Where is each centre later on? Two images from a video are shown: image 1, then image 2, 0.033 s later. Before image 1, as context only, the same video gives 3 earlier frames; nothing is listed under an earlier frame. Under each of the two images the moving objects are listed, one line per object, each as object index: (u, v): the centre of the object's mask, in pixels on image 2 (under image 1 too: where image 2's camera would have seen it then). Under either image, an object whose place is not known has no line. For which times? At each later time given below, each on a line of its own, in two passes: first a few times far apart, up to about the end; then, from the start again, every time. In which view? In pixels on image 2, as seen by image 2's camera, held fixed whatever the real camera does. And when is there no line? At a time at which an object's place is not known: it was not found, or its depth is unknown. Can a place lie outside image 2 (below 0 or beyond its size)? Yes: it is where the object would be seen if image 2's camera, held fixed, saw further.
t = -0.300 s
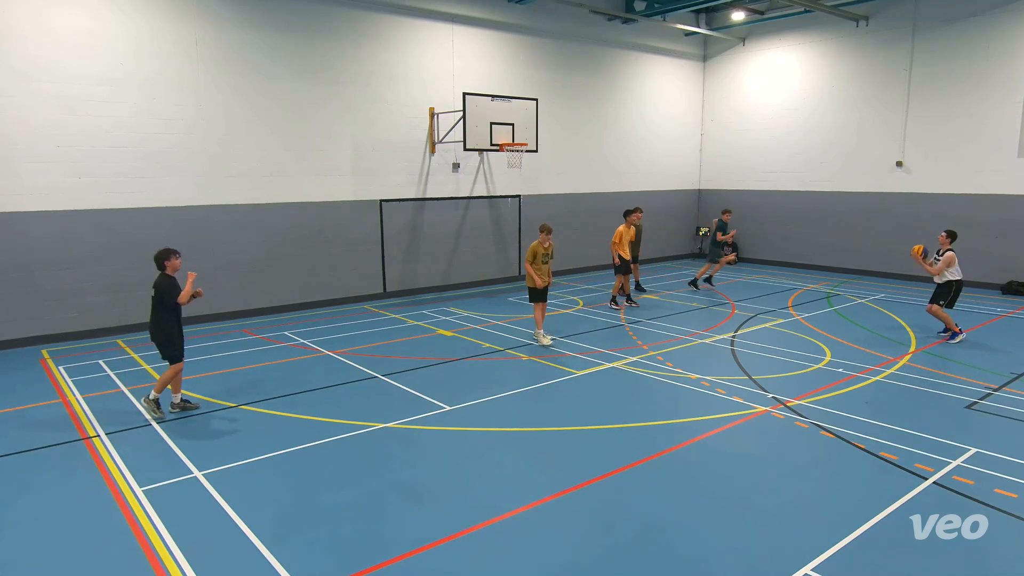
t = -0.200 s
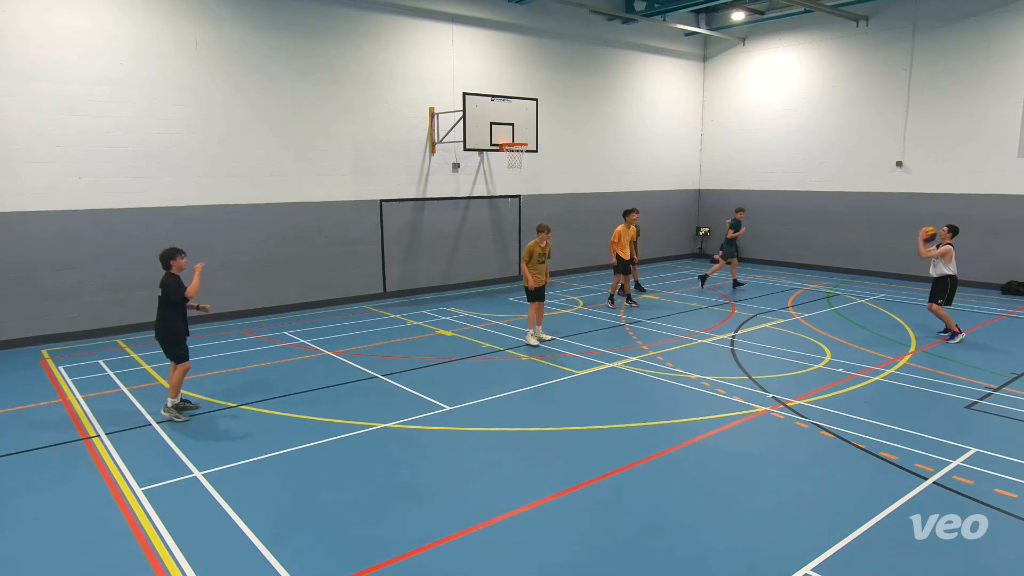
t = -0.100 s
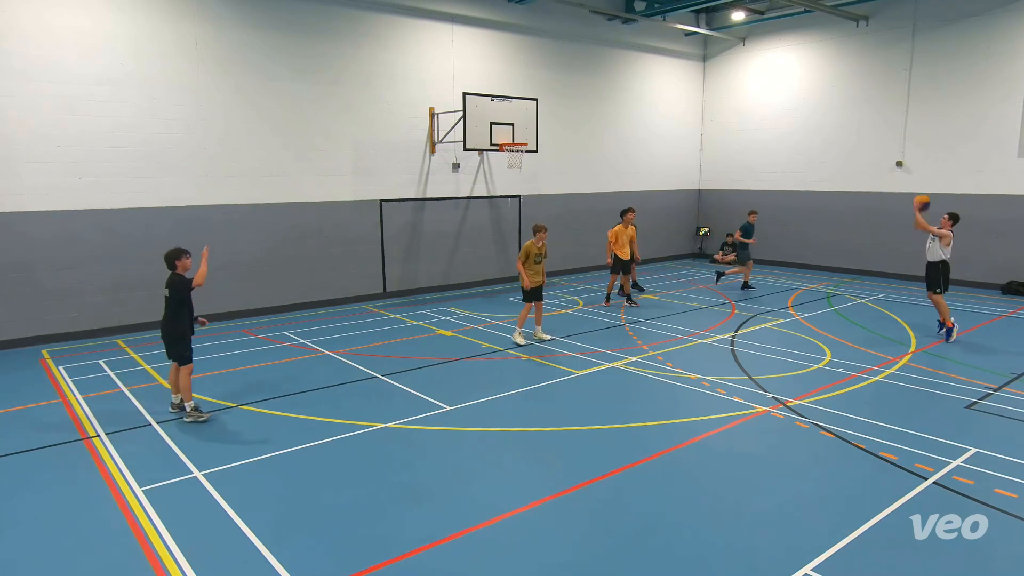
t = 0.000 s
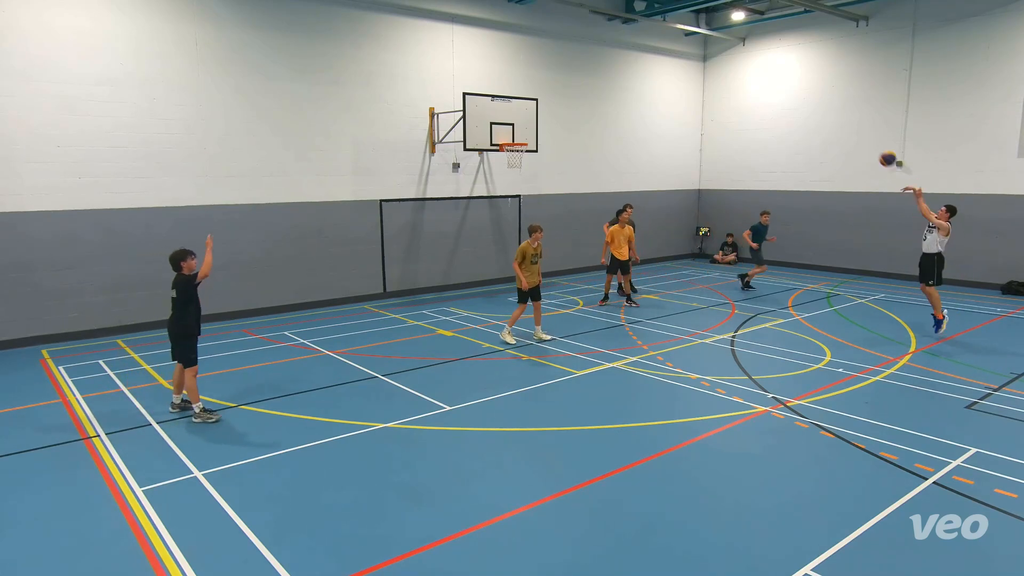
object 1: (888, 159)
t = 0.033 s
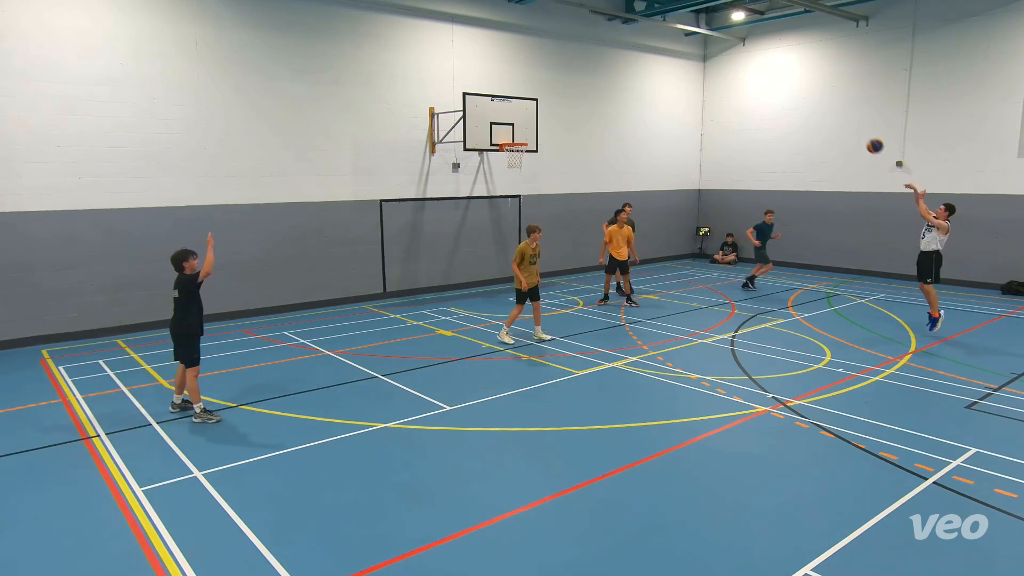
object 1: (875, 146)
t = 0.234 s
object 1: (801, 85)
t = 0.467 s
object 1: (720, 49)
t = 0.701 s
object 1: (647, 49)
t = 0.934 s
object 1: (580, 78)
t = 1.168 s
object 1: (521, 133)
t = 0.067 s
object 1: (862, 133)
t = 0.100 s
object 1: (849, 122)
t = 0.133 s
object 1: (837, 111)
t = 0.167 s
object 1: (825, 102)
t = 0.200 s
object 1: (813, 93)
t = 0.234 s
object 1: (801, 85)
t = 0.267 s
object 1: (789, 77)
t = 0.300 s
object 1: (777, 71)
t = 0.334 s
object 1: (765, 65)
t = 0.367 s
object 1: (754, 60)
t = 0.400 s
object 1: (742, 56)
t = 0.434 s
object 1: (731, 52)
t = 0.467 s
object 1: (720, 49)
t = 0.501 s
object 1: (709, 47)
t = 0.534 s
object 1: (698, 46)
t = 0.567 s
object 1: (688, 45)
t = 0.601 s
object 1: (677, 45)
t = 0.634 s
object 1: (667, 46)
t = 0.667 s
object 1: (657, 47)
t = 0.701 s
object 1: (647, 49)
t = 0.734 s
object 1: (637, 51)
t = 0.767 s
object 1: (627, 54)
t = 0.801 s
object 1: (617, 58)
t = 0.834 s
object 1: (608, 62)
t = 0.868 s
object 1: (599, 67)
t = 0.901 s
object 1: (589, 72)
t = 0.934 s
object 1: (580, 78)
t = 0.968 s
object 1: (571, 85)
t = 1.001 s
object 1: (563, 92)
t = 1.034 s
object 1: (554, 99)
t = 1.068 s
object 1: (546, 107)
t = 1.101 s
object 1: (537, 116)
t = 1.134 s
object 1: (529, 124)
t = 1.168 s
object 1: (521, 133)
